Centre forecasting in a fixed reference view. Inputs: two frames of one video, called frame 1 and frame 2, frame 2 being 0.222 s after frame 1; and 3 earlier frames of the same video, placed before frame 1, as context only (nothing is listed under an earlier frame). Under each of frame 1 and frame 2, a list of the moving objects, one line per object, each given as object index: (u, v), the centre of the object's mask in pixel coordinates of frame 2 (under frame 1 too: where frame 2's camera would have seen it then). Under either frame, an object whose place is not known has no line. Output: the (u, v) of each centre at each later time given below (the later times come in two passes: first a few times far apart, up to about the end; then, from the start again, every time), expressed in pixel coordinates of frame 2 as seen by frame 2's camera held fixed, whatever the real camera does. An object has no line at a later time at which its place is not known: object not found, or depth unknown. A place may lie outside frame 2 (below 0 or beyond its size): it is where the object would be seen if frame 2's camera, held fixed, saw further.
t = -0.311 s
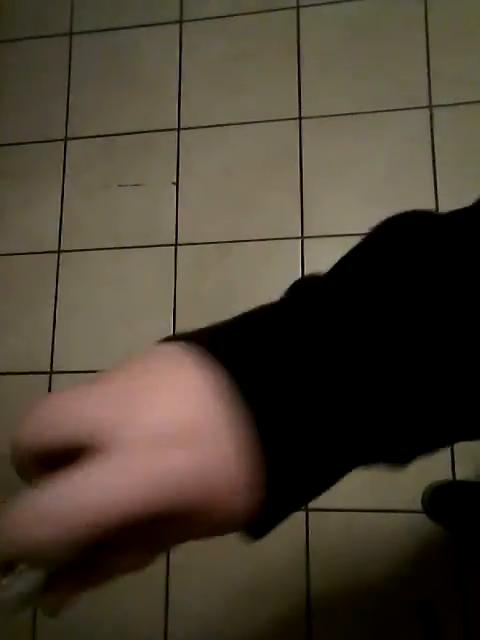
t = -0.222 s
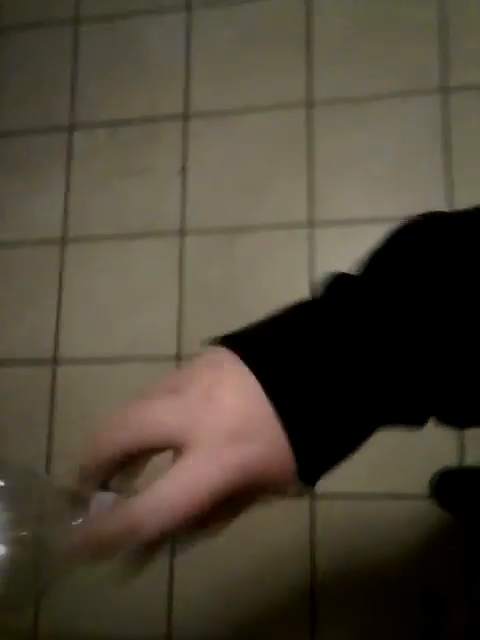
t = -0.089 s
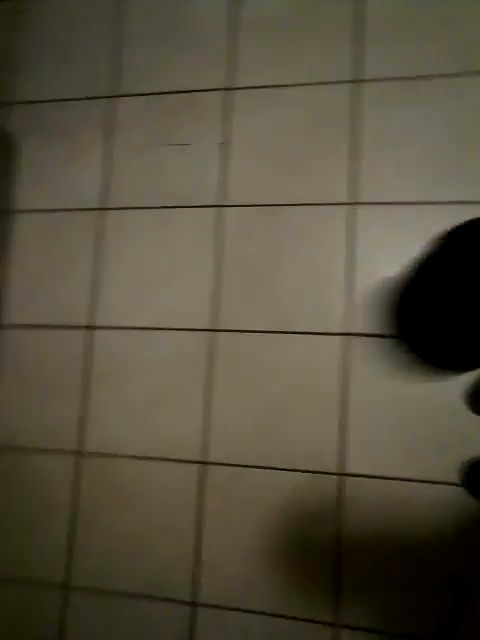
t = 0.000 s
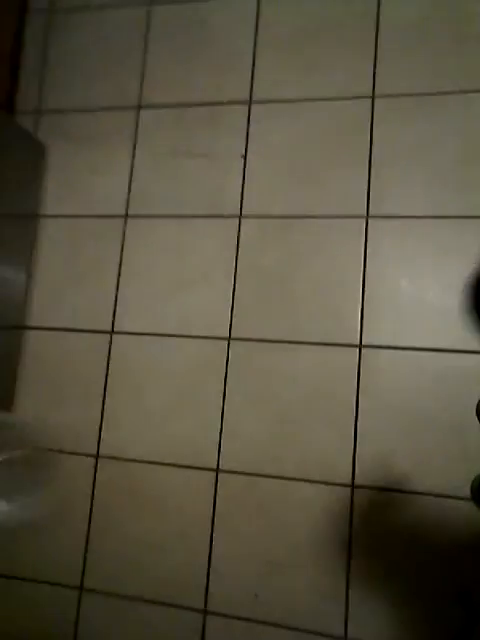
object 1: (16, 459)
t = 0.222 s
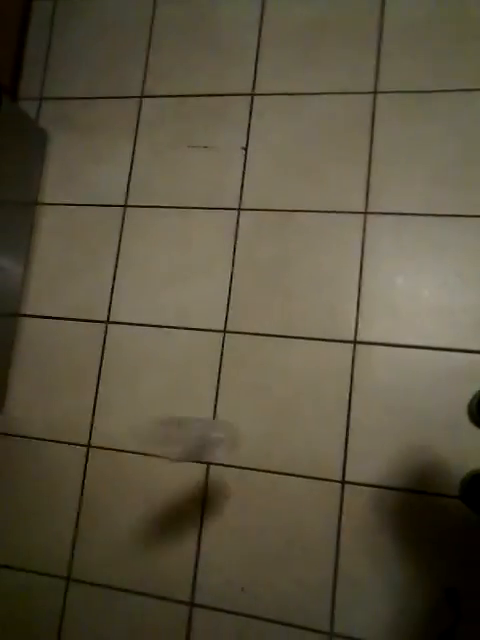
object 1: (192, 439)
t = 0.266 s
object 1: (228, 443)
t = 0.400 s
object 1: (251, 446)
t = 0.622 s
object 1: (285, 428)
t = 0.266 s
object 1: (228, 443)
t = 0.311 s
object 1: (243, 447)
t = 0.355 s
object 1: (246, 448)
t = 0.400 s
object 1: (251, 446)
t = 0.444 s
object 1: (257, 444)
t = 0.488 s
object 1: (264, 441)
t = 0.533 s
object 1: (271, 437)
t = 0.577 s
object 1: (279, 432)
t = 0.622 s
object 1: (285, 428)
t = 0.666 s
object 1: (284, 428)
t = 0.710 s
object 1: (284, 426)
